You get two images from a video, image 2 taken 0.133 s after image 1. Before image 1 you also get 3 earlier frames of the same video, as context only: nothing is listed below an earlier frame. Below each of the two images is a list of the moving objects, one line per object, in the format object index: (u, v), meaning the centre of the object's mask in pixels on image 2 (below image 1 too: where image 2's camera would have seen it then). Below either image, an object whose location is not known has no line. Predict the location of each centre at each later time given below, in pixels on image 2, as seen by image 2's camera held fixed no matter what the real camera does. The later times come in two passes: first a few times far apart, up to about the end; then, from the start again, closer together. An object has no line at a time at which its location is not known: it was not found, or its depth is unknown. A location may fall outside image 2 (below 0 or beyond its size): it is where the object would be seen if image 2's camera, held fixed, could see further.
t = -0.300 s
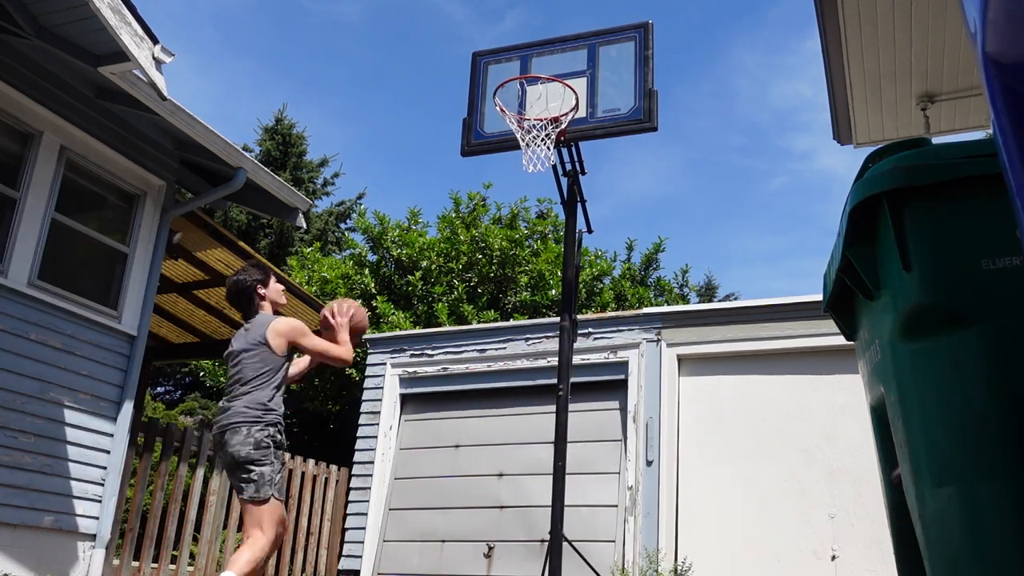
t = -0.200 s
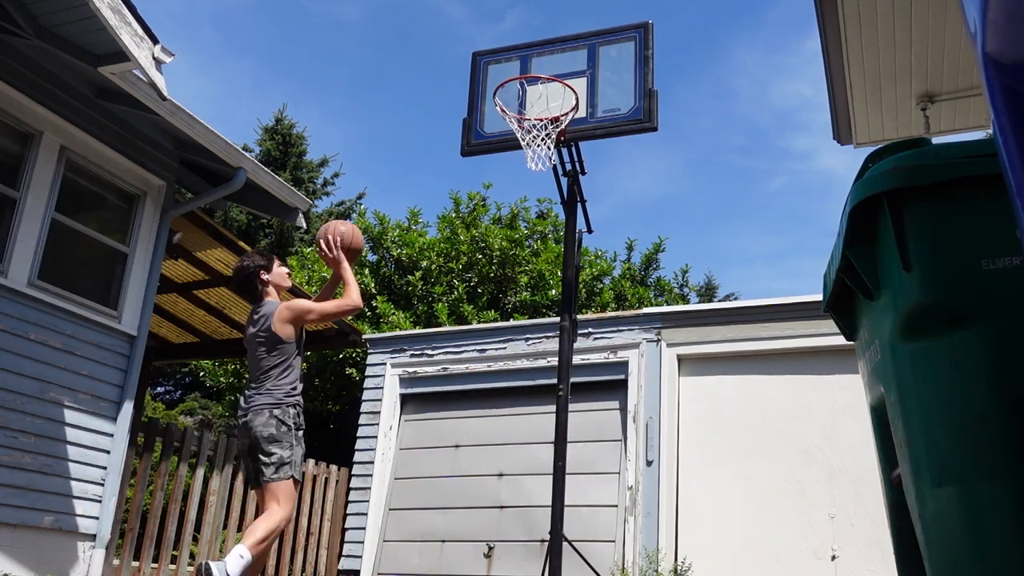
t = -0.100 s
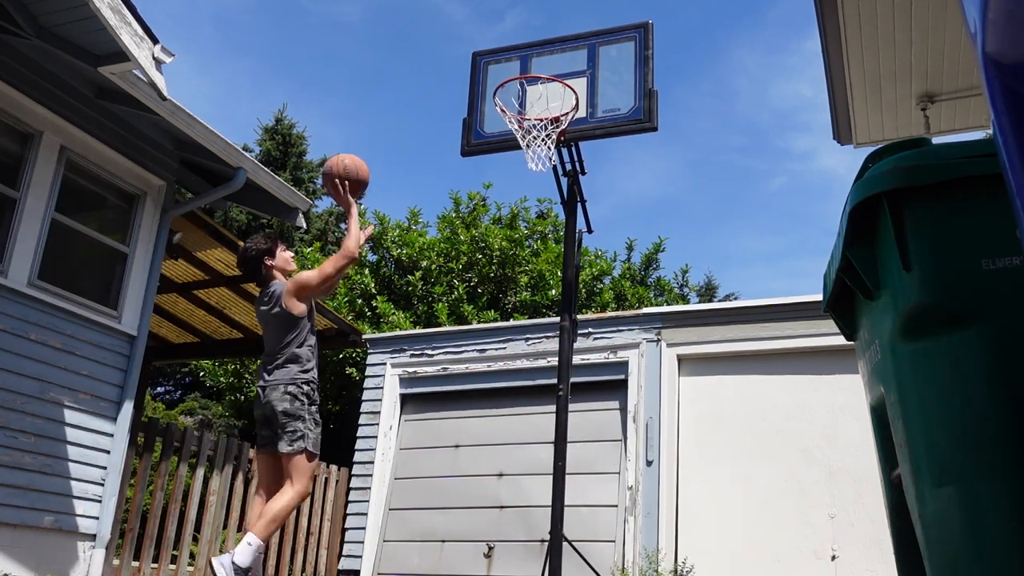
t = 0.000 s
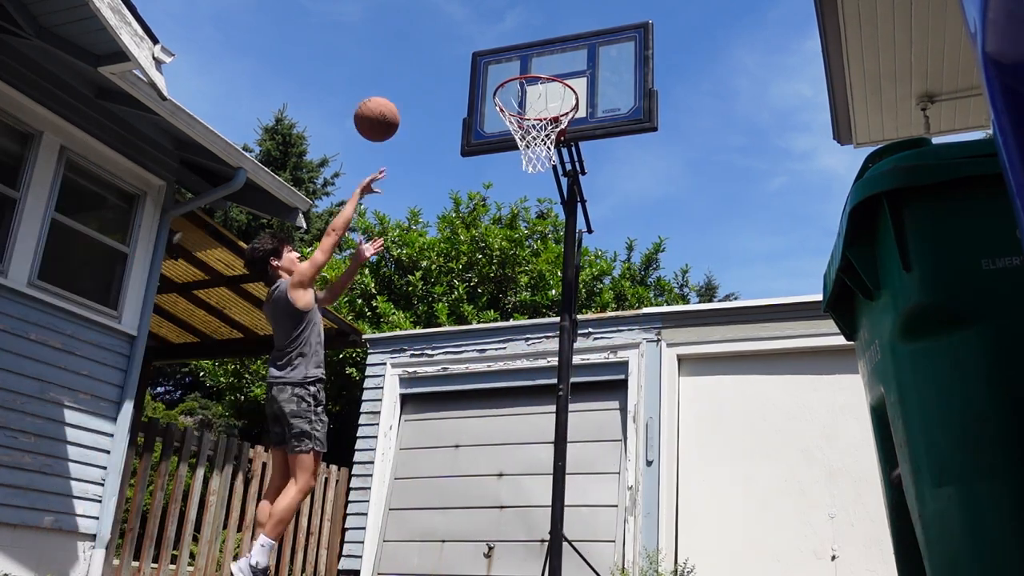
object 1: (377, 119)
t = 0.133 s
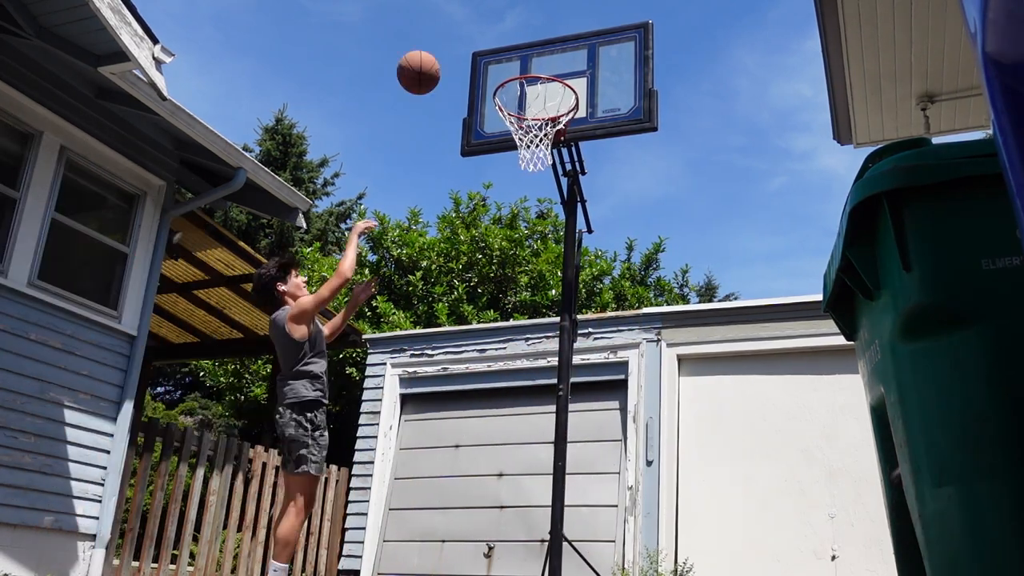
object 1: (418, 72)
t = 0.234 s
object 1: (446, 57)
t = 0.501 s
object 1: (511, 79)
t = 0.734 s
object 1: (554, 143)
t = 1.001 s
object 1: (579, 275)
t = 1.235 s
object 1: (603, 520)
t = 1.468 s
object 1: (591, 447)
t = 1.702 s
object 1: (562, 295)
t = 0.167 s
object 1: (428, 65)
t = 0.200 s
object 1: (437, 60)
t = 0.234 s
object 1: (446, 57)
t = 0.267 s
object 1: (456, 55)
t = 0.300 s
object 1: (464, 55)
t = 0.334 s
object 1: (473, 57)
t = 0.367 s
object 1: (482, 60)
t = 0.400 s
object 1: (490, 64)
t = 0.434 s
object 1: (498, 71)
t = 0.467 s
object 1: (504, 75)
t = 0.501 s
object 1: (511, 79)
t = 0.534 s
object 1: (518, 84)
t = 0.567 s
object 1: (524, 90)
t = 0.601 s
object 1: (530, 98)
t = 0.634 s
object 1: (536, 107)
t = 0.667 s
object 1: (543, 120)
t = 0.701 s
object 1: (550, 130)
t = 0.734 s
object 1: (554, 143)
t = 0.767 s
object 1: (556, 156)
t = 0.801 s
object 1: (560, 164)
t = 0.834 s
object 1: (563, 177)
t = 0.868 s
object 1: (566, 192)
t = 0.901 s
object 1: (570, 210)
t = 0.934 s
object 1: (573, 229)
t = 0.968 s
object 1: (576, 251)
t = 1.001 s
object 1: (579, 275)
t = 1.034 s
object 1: (582, 301)
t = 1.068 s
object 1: (586, 330)
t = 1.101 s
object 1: (589, 363)
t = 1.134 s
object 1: (593, 397)
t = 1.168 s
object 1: (596, 435)
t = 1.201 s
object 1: (600, 476)
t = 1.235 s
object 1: (603, 520)
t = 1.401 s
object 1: (599, 511)
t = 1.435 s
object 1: (595, 478)
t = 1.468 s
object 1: (591, 447)
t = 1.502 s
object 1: (587, 418)
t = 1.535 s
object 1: (583, 392)
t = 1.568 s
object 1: (579, 369)
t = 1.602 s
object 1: (575, 347)
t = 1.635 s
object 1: (571, 328)
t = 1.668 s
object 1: (567, 310)
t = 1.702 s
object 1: (562, 295)
